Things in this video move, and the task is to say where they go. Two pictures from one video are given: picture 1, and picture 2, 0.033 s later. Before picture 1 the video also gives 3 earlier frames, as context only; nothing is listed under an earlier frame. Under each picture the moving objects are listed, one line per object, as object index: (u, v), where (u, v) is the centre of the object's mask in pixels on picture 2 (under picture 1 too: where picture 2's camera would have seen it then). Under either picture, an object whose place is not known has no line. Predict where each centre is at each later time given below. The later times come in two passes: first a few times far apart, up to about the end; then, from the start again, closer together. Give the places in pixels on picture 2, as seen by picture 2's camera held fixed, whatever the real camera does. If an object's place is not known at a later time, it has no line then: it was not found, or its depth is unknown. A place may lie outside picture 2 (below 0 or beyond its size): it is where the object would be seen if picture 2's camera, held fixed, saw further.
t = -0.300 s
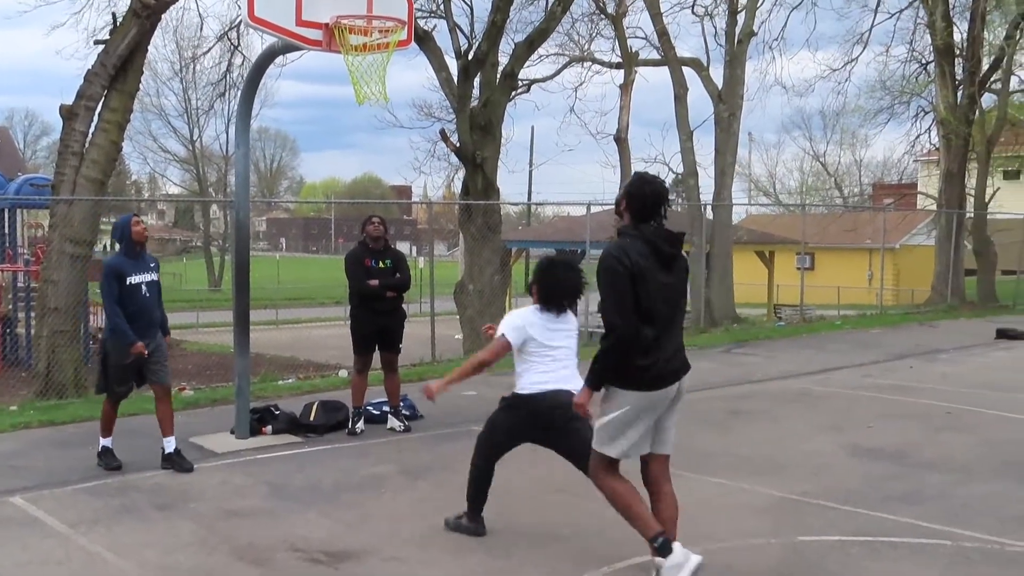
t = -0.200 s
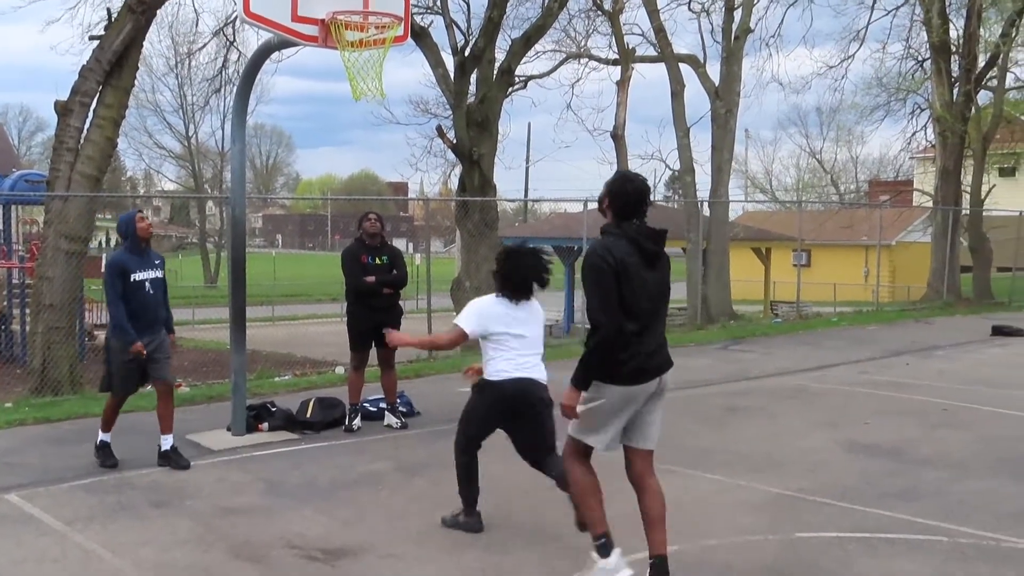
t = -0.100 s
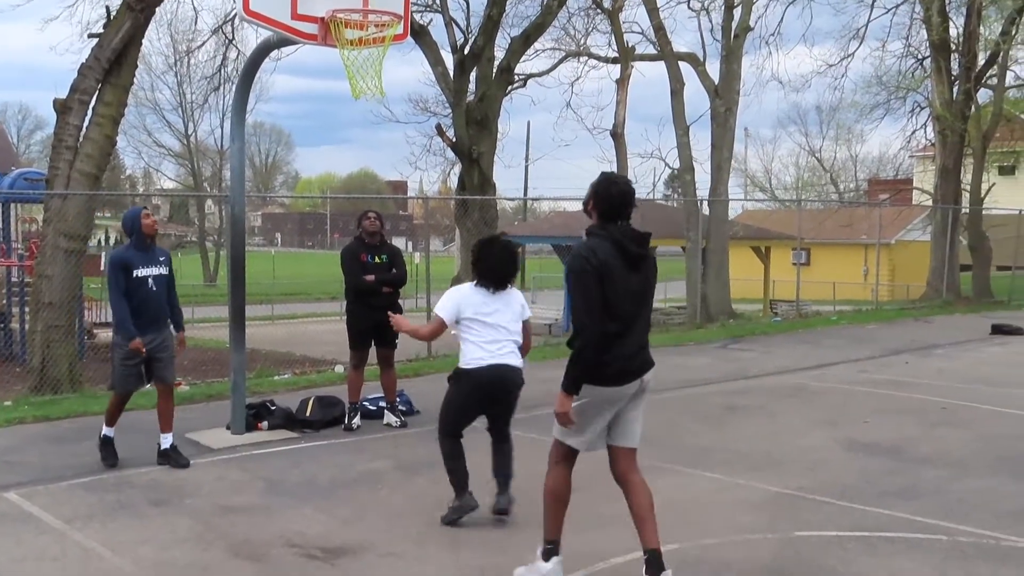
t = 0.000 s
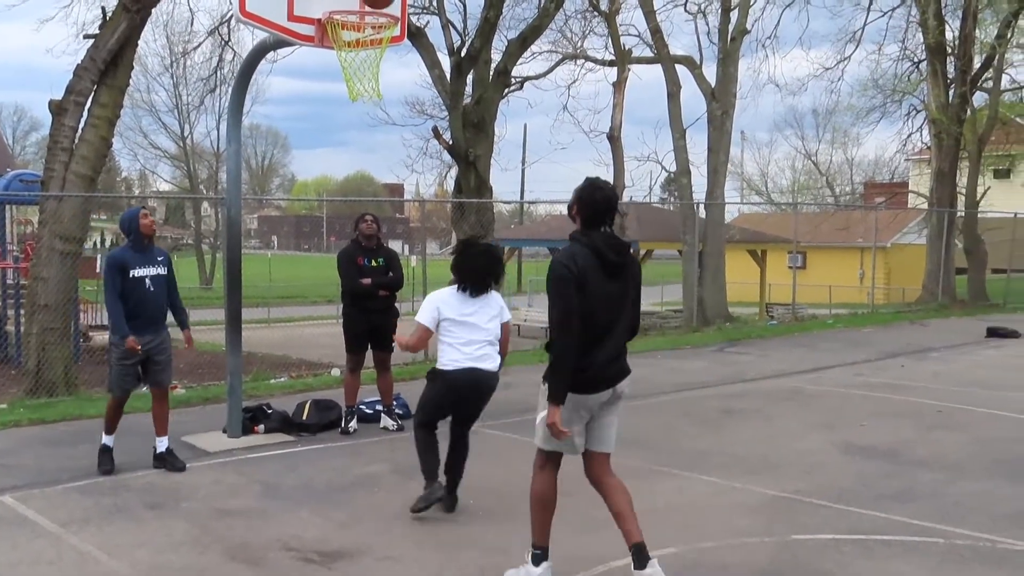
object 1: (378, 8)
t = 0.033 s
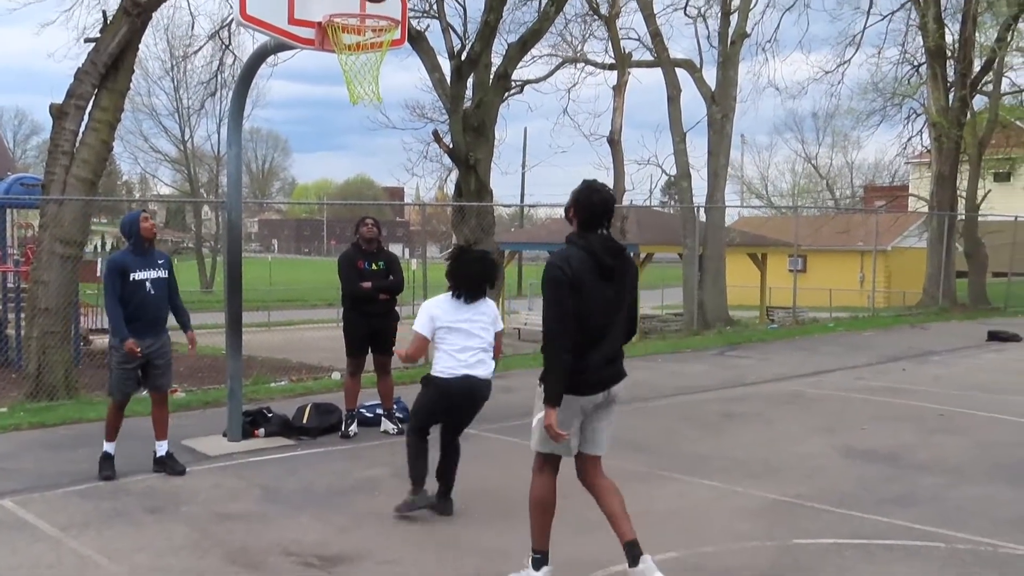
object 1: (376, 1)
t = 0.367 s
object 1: (348, -6)
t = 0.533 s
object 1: (345, -7)
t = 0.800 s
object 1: (365, -20)
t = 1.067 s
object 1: (380, 68)
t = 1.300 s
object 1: (371, 141)
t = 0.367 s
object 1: (348, -6)
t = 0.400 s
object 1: (345, -3)
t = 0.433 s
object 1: (342, 1)
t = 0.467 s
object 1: (340, 2)
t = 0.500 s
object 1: (343, -2)
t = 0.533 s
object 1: (345, -7)
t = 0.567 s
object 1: (348, -12)
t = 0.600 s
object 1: (350, -16)
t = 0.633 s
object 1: (352, -20)
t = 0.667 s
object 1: (355, -23)
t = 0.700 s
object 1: (357, -25)
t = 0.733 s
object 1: (359, -25)
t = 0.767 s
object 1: (363, -24)
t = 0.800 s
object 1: (365, -20)
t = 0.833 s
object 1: (367, -16)
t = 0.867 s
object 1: (370, -8)
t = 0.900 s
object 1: (372, 0)
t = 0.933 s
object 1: (375, 14)
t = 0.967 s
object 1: (377, 27)
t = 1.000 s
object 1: (379, 41)
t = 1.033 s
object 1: (380, 55)
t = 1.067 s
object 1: (380, 68)
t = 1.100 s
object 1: (380, 75)
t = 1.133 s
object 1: (378, 82)
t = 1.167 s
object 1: (376, 91)
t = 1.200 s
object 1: (375, 101)
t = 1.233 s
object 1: (374, 114)
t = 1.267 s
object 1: (373, 126)
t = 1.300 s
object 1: (371, 141)
